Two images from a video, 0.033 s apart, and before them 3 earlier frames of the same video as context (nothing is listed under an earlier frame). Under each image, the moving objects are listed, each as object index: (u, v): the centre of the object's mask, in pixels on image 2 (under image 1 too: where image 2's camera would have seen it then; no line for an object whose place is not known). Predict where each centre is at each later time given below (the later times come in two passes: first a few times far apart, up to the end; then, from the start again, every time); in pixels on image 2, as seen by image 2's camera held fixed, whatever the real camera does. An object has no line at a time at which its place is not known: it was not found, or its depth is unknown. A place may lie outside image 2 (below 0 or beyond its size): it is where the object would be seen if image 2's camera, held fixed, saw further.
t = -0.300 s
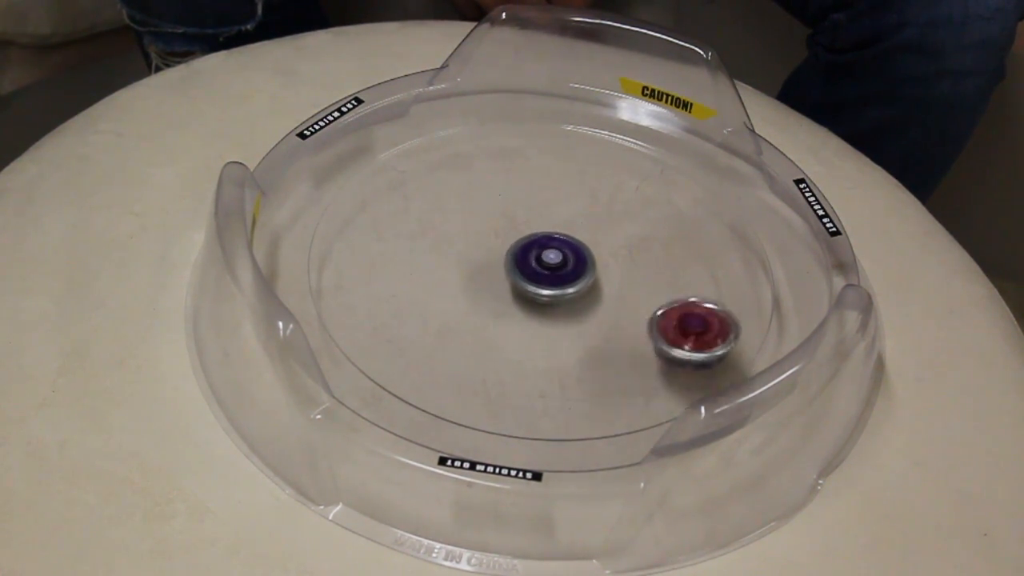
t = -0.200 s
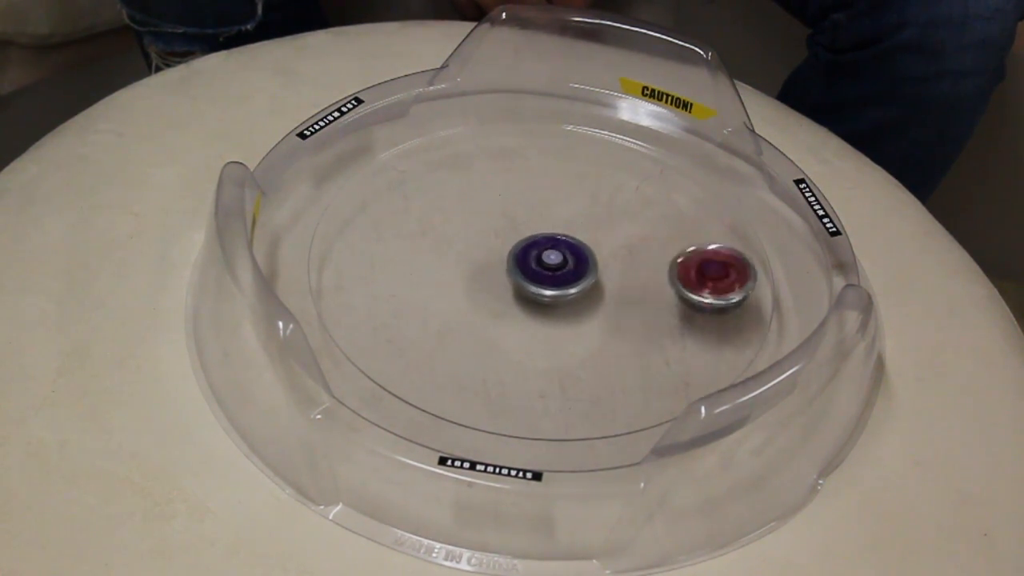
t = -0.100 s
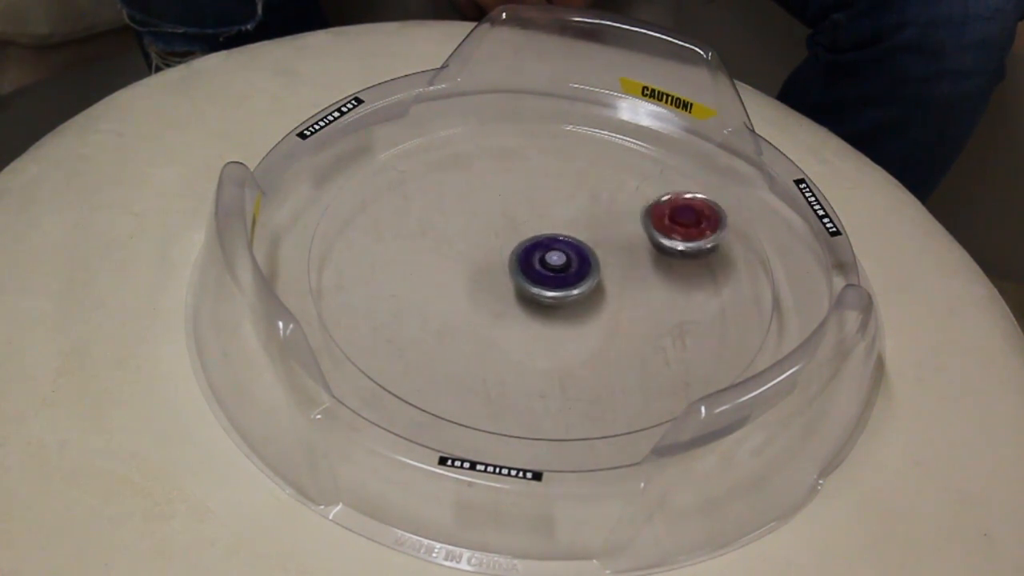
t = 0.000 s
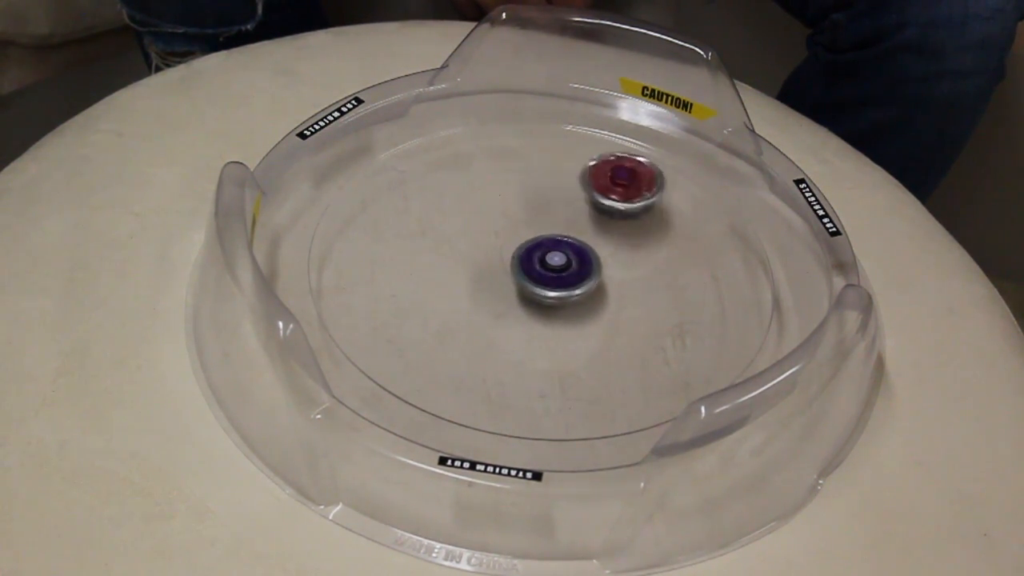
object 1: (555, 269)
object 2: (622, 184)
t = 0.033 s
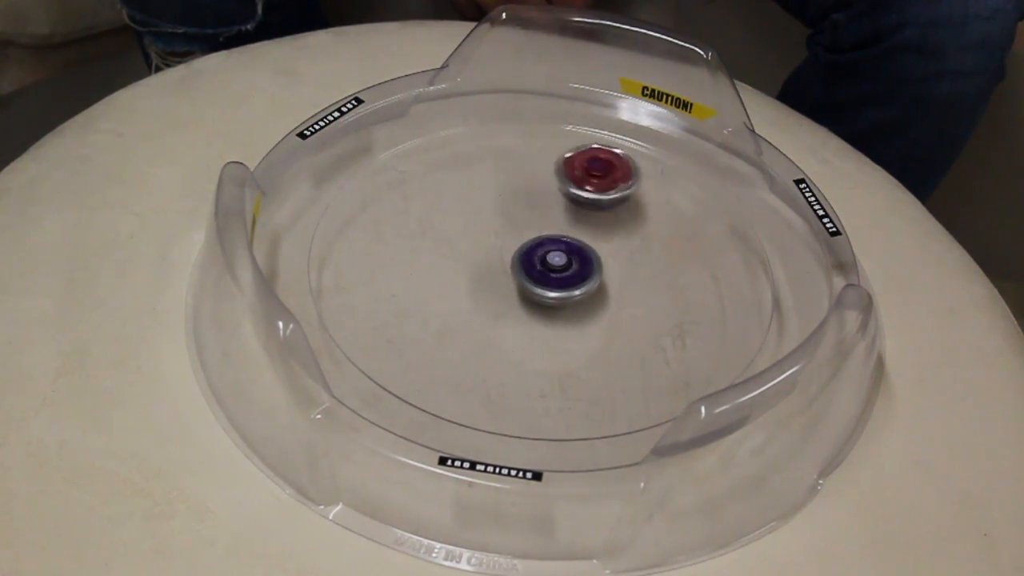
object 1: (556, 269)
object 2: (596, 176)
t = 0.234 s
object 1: (557, 270)
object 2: (440, 179)
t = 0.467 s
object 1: (556, 272)
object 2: (393, 295)
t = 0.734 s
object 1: (553, 276)
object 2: (601, 355)
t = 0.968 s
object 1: (553, 277)
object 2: (695, 244)
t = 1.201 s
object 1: (550, 275)
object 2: (581, 148)
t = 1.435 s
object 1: (546, 274)
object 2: (427, 203)
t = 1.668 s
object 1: (543, 273)
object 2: (463, 332)
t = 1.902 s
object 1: (542, 272)
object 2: (651, 353)
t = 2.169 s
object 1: (545, 269)
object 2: (682, 223)
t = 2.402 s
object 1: (544, 266)
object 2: (516, 173)
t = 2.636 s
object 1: (545, 267)
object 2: (391, 248)
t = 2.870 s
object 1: (549, 269)
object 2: (493, 355)
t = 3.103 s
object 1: (553, 270)
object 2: (664, 314)
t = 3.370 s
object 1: (555, 270)
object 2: (634, 177)
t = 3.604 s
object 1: (553, 272)
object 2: (469, 166)
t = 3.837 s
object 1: (553, 275)
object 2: (426, 285)
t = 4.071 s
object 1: (552, 275)
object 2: (582, 360)
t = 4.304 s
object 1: (550, 275)
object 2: (708, 281)
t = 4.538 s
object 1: (547, 274)
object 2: (608, 185)
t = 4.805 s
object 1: (546, 273)
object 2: (425, 215)
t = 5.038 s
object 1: (544, 270)
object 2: (436, 329)
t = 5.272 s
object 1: (545, 270)
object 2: (616, 346)
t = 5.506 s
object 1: (547, 268)
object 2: (671, 236)
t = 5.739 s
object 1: (547, 268)
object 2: (548, 155)
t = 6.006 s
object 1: (549, 270)
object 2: (417, 238)
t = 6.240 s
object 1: (552, 270)
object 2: (515, 345)
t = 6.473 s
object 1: (552, 272)
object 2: (683, 319)
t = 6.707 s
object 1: (552, 273)
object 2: (663, 209)
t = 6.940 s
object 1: (552, 274)
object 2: (499, 185)
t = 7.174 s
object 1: (550, 273)
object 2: (405, 272)
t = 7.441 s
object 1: (547, 273)
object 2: (553, 360)
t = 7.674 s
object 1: (547, 274)
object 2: (670, 281)
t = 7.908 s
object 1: (548, 270)
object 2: (603, 175)
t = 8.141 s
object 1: (544, 269)
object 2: (451, 182)
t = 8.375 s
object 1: (548, 270)
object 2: (445, 300)
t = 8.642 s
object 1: (547, 268)
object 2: (630, 343)
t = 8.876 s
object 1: (549, 271)
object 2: (693, 246)
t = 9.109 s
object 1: (552, 271)
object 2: (559, 183)
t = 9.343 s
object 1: (551, 271)
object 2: (424, 234)
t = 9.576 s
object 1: (551, 273)
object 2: (465, 340)
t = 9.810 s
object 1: (552, 273)
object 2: (630, 333)
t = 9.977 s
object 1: (550, 272)
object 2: (665, 257)
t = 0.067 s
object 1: (557, 269)
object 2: (570, 170)
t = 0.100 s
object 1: (557, 269)
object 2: (543, 166)
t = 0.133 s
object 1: (557, 270)
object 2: (516, 165)
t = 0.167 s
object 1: (557, 270)
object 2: (489, 167)
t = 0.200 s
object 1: (557, 270)
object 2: (464, 172)
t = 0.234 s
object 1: (557, 270)
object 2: (440, 179)
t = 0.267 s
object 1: (557, 270)
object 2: (420, 190)
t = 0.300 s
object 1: (557, 270)
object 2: (403, 203)
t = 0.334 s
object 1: (557, 271)
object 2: (390, 219)
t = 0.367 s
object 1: (557, 271)
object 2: (382, 236)
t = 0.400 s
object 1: (556, 271)
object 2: (379, 255)
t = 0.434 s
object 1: (556, 272)
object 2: (383, 275)
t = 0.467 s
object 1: (556, 272)
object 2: (393, 295)
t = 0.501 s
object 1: (555, 272)
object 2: (409, 313)
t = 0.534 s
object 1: (555, 273)
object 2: (430, 329)
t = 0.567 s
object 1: (554, 273)
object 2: (455, 342)
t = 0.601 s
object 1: (553, 273)
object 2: (483, 353)
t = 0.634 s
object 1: (553, 274)
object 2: (513, 359)
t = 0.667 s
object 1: (553, 274)
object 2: (543, 362)
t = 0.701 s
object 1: (553, 275)
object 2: (573, 360)
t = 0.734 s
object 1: (553, 276)
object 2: (601, 355)
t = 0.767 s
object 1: (553, 276)
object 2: (627, 345)
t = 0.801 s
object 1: (553, 277)
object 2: (650, 332)
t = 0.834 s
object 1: (553, 277)
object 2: (668, 318)
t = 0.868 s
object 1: (553, 277)
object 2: (682, 301)
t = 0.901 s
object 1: (553, 277)
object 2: (690, 284)
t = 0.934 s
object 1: (554, 277)
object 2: (695, 264)
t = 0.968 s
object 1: (553, 277)
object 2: (695, 244)
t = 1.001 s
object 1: (553, 277)
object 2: (691, 226)
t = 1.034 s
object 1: (553, 277)
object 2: (682, 208)
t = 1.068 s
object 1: (552, 276)
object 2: (668, 191)
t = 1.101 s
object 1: (552, 276)
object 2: (651, 176)
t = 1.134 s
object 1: (551, 276)
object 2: (630, 164)
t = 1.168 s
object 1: (551, 275)
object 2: (607, 154)
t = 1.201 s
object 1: (550, 275)
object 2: (581, 148)
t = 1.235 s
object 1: (549, 275)
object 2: (555, 146)
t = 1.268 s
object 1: (548, 275)
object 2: (528, 146)
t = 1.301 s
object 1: (548, 275)
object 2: (503, 152)
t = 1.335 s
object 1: (547, 275)
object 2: (480, 160)
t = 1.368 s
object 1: (546, 275)
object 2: (459, 172)
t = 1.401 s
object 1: (546, 275)
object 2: (441, 187)
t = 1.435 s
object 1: (546, 274)
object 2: (427, 203)
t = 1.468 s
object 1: (545, 274)
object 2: (418, 221)
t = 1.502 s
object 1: (545, 274)
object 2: (414, 240)
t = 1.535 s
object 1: (544, 274)
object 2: (414, 260)
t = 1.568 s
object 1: (543, 274)
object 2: (419, 280)
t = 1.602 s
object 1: (543, 274)
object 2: (430, 299)
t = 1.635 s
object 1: (543, 274)
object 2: (444, 316)
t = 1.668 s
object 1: (543, 273)
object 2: (463, 332)
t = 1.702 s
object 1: (543, 273)
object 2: (486, 345)
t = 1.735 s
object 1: (542, 273)
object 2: (512, 356)
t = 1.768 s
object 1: (542, 273)
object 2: (540, 363)
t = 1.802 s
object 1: (542, 273)
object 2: (569, 366)
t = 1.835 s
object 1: (542, 272)
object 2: (598, 366)
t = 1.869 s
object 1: (542, 272)
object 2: (626, 361)
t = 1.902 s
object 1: (542, 272)
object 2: (651, 353)
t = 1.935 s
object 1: (542, 271)
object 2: (673, 341)
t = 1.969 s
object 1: (543, 271)
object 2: (691, 327)
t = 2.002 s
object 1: (543, 271)
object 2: (703, 311)
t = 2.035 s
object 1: (544, 271)
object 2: (710, 293)
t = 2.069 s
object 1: (544, 270)
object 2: (710, 274)
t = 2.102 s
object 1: (545, 270)
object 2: (706, 256)
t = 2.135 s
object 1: (545, 270)
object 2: (696, 239)
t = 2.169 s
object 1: (545, 269)
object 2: (682, 223)
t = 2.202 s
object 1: (546, 268)
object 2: (664, 209)
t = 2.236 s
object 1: (545, 267)
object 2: (643, 197)
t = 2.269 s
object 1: (545, 267)
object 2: (620, 187)
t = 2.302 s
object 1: (545, 267)
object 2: (595, 179)
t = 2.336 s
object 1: (545, 266)
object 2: (569, 175)
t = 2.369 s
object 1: (545, 266)
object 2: (543, 173)
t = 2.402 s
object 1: (544, 266)
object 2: (516, 173)
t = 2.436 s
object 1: (544, 266)
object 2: (491, 177)
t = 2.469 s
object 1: (544, 266)
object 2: (467, 182)
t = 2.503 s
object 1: (544, 266)
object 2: (445, 190)
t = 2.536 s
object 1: (544, 266)
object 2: (426, 201)
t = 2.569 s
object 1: (544, 266)
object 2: (410, 215)
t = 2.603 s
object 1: (545, 267)
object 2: (398, 230)
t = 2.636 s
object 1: (545, 267)
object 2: (391, 248)
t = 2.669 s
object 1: (546, 267)
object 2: (389, 266)
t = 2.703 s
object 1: (546, 268)
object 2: (394, 284)
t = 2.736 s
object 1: (546, 268)
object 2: (404, 302)
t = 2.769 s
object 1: (547, 268)
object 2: (420, 320)
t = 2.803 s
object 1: (548, 268)
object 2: (441, 334)
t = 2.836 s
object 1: (548, 269)
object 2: (466, 347)
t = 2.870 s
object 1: (549, 269)
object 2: (493, 355)
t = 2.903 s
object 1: (549, 269)
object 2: (522, 360)
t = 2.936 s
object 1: (550, 269)
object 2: (551, 361)
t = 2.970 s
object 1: (551, 269)
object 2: (579, 359)
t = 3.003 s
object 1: (552, 269)
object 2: (605, 352)
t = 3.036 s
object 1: (552, 270)
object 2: (628, 342)
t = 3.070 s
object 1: (553, 269)
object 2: (648, 329)
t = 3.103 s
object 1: (553, 270)
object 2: (664, 314)
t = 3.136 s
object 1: (554, 270)
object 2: (675, 297)
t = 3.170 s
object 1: (554, 270)
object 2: (682, 280)
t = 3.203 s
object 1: (555, 270)
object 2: (684, 261)
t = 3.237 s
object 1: (555, 270)
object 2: (682, 242)
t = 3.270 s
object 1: (555, 269)
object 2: (676, 224)
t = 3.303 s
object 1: (555, 270)
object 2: (666, 207)
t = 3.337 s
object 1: (555, 270)
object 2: (652, 191)
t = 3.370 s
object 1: (555, 270)
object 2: (634, 177)
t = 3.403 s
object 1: (555, 270)
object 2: (613, 166)
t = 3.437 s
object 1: (555, 270)
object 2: (590, 157)
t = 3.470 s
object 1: (554, 271)
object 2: (565, 152)
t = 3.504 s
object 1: (554, 271)
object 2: (540, 150)
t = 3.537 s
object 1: (554, 271)
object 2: (514, 152)
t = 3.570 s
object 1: (553, 272)
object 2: (490, 158)
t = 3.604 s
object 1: (553, 272)
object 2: (469, 166)
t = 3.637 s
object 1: (553, 272)
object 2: (449, 179)
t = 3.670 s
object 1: (553, 273)
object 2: (434, 193)
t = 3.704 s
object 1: (553, 273)
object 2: (424, 210)
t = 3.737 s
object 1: (553, 274)
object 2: (417, 228)
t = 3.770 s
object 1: (553, 274)
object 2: (415, 247)
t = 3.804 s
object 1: (553, 275)
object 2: (418, 267)
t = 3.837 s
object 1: (553, 275)
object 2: (426, 285)
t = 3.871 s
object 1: (553, 275)
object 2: (439, 303)
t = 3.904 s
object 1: (553, 275)
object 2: (456, 320)
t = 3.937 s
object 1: (553, 275)
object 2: (477, 333)
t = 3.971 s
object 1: (553, 275)
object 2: (499, 345)
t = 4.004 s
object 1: (552, 275)
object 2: (526, 353)
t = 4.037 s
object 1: (552, 275)
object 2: (554, 359)
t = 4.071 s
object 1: (552, 275)
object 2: (582, 360)
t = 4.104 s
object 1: (552, 275)
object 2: (609, 358)
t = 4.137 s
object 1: (551, 275)
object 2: (636, 352)
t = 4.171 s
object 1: (551, 275)
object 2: (659, 342)
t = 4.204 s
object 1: (551, 275)
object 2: (679, 330)
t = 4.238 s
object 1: (550, 275)
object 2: (694, 316)
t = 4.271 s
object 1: (550, 275)
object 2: (704, 299)
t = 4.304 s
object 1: (550, 275)
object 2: (708, 281)
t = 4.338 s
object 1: (549, 275)
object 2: (707, 263)
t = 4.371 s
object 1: (549, 275)
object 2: (700, 245)
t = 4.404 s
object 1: (549, 275)
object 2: (689, 230)
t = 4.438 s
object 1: (548, 275)
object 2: (674, 215)
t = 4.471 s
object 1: (548, 275)
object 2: (654, 203)
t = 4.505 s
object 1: (548, 275)
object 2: (633, 193)
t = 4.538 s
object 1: (547, 274)
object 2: (608, 185)
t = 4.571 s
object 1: (547, 274)
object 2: (583, 180)
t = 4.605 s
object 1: (547, 274)
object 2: (558, 178)
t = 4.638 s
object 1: (547, 273)
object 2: (532, 178)
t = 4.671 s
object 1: (546, 273)
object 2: (508, 181)
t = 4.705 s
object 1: (546, 273)
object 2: (484, 185)
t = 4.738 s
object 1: (546, 273)
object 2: (462, 193)
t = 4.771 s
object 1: (546, 273)
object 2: (442, 203)
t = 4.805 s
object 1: (546, 273)
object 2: (425, 215)
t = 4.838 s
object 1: (546, 272)
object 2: (412, 229)
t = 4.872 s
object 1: (546, 272)
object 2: (403, 244)
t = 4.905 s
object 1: (546, 271)
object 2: (398, 261)
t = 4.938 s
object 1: (545, 271)
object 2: (399, 279)
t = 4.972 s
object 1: (545, 271)
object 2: (407, 296)
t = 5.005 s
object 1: (545, 270)
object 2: (419, 314)
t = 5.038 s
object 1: (544, 270)
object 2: (436, 329)
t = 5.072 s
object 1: (544, 270)
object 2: (459, 341)
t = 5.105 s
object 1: (544, 270)
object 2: (484, 351)
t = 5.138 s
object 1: (544, 270)
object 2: (511, 358)
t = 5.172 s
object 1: (544, 270)
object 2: (540, 360)
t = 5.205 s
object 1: (544, 270)
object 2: (567, 359)
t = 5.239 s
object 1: (544, 270)
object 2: (593, 354)
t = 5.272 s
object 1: (545, 270)
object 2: (616, 346)
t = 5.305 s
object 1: (545, 270)
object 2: (636, 334)
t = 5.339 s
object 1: (546, 269)
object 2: (653, 321)
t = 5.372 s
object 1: (546, 269)
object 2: (665, 305)
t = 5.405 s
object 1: (547, 269)
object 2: (673, 288)
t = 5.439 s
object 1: (547, 269)
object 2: (676, 271)
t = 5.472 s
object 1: (547, 269)
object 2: (676, 254)
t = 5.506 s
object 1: (547, 268)
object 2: (671, 236)
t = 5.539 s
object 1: (547, 268)
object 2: (663, 219)
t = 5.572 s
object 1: (547, 268)
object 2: (651, 203)
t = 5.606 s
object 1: (547, 268)
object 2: (635, 188)
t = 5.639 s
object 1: (547, 268)
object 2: (617, 175)
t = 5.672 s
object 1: (547, 268)
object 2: (596, 166)
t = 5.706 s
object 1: (547, 268)
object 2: (572, 159)
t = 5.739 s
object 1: (547, 268)
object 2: (548, 155)
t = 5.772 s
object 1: (547, 268)
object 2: (523, 155)
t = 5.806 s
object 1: (547, 269)
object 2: (499, 158)
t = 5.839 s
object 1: (547, 269)
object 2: (477, 165)
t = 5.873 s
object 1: (547, 269)
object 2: (457, 175)
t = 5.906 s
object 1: (548, 269)
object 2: (441, 188)
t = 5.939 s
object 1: (549, 270)
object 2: (429, 202)
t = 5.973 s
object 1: (549, 270)
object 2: (420, 219)
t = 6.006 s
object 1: (549, 270)
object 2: (417, 238)
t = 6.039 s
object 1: (550, 270)
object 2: (418, 257)
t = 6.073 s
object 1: (550, 270)
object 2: (425, 276)
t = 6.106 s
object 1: (551, 270)
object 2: (435, 293)
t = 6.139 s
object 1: (551, 270)
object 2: (451, 309)
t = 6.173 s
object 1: (552, 270)
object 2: (469, 323)
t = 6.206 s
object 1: (552, 270)
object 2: (491, 335)
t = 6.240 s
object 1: (552, 270)
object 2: (515, 345)
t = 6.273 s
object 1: (552, 270)
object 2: (541, 351)
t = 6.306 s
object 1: (552, 270)
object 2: (568, 354)
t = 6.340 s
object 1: (552, 270)
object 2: (595, 354)
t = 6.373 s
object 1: (552, 271)
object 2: (621, 350)
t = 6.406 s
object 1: (552, 271)
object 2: (645, 342)
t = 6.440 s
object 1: (552, 271)
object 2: (667, 331)
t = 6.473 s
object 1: (552, 272)
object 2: (683, 319)
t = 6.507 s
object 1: (552, 272)
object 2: (696, 304)
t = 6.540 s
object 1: (552, 272)
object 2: (703, 288)
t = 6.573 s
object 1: (552, 272)
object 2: (704, 270)
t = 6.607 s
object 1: (552, 272)
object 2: (701, 253)
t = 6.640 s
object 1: (552, 272)
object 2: (692, 237)
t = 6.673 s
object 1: (552, 273)
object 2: (679, 222)
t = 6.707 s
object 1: (552, 273)
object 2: (663, 209)
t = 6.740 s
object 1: (552, 273)
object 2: (643, 199)
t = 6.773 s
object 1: (552, 273)
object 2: (621, 190)
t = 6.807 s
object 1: (553, 273)
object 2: (597, 184)
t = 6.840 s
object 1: (553, 273)
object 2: (572, 181)
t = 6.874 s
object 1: (553, 274)
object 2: (547, 180)
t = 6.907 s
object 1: (553, 274)
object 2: (523, 181)
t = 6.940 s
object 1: (552, 274)
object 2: (499, 185)
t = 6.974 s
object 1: (552, 274)
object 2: (477, 192)
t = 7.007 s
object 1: (552, 274)
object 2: (457, 201)
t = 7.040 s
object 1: (552, 273)
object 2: (439, 212)
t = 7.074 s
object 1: (552, 273)
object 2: (424, 225)
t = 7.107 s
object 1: (551, 273)
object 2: (414, 239)
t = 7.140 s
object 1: (551, 273)
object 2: (407, 255)
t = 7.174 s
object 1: (550, 273)
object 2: (405, 272)
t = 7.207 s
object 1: (550, 273)
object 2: (409, 290)
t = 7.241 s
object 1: (549, 273)
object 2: (418, 306)
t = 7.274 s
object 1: (549, 273)
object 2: (432, 322)
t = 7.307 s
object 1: (549, 273)
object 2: (451, 336)
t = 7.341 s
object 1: (548, 273)
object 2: (474, 347)
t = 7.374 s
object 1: (548, 273)
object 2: (499, 355)
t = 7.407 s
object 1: (548, 273)
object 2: (526, 359)
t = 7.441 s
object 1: (547, 273)
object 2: (553, 360)
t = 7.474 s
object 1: (547, 273)
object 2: (579, 357)
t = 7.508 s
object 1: (547, 273)
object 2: (603, 350)
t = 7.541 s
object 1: (547, 273)
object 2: (624, 340)
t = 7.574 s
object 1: (547, 273)
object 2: (641, 328)
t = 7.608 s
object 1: (547, 273)
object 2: (655, 314)
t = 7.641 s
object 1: (547, 274)
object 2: (664, 297)
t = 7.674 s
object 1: (547, 274)
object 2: (670, 281)
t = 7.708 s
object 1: (548, 273)
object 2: (671, 263)
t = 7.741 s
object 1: (548, 273)
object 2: (668, 247)
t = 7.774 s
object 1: (548, 273)
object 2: (662, 231)
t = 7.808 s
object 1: (548, 272)
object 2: (652, 215)
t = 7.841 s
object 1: (548, 272)
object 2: (639, 199)
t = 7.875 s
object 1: (548, 271)
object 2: (622, 186)
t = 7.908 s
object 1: (548, 270)
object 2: (603, 175)
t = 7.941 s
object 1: (547, 270)
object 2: (582, 167)
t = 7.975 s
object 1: (547, 269)
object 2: (559, 161)
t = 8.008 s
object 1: (546, 269)
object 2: (536, 158)
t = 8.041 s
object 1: (545, 269)
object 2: (512, 160)
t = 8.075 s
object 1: (544, 269)
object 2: (489, 164)
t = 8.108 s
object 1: (544, 269)
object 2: (469, 172)
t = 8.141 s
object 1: (544, 269)
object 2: (451, 182)
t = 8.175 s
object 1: (544, 270)
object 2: (437, 197)
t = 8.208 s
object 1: (544, 270)
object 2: (427, 212)
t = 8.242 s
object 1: (545, 271)
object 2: (421, 229)
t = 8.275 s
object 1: (545, 271)
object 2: (420, 248)
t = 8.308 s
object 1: (546, 271)
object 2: (424, 266)
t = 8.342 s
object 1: (547, 270)
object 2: (432, 284)
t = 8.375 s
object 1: (548, 270)
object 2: (445, 300)
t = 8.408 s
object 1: (549, 270)
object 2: (462, 314)
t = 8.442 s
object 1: (549, 269)
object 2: (481, 328)
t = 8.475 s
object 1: (548, 269)
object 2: (504, 337)
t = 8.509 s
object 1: (548, 269)
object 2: (529, 345)
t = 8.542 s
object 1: (548, 268)
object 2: (554, 349)
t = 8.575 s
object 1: (548, 268)
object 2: (581, 350)
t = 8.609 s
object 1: (547, 268)
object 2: (605, 349)
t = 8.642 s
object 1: (547, 268)
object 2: (630, 343)
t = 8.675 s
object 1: (547, 268)
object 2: (652, 335)
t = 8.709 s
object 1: (547, 268)
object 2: (671, 323)
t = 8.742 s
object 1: (547, 269)
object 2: (686, 310)
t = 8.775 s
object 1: (547, 270)
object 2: (695, 295)
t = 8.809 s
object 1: (548, 270)
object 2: (699, 279)
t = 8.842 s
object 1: (548, 270)
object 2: (699, 262)
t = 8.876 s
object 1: (549, 271)
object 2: (693, 246)
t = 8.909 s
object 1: (550, 271)
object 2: (683, 231)
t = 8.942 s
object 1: (551, 271)
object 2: (668, 217)
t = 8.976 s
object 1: (551, 271)
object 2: (650, 205)
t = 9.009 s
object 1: (552, 271)
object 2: (630, 196)
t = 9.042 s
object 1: (552, 271)
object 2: (608, 190)
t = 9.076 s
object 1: (552, 271)
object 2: (584, 185)
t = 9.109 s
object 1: (552, 271)
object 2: (559, 183)
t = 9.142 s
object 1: (552, 271)
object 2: (536, 184)
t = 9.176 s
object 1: (552, 271)
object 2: (513, 188)
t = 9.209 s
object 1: (552, 270)
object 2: (491, 192)
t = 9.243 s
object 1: (552, 270)
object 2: (470, 200)
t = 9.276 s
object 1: (551, 270)
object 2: (452, 209)
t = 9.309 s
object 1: (551, 270)
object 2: (437, 221)
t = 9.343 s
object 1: (551, 271)
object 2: (424, 234)
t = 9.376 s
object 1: (550, 272)
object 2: (416, 248)
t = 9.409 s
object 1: (550, 271)
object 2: (412, 264)
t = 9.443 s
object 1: (550, 272)
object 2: (412, 280)
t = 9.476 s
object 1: (550, 272)
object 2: (418, 296)
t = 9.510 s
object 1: (551, 273)
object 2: (429, 313)
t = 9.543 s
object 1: (551, 273)
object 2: (446, 327)
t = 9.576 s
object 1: (551, 273)
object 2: (465, 340)
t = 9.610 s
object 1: (552, 273)
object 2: (488, 349)
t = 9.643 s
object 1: (552, 273)
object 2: (513, 355)
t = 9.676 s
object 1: (552, 273)
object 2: (540, 358)
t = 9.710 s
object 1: (552, 273)
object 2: (566, 357)
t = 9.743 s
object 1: (552, 273)
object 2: (590, 352)
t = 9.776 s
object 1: (552, 273)
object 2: (612, 343)
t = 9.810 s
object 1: (552, 273)
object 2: (630, 333)
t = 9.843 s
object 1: (551, 273)
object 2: (645, 319)
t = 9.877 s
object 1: (551, 273)
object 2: (656, 305)
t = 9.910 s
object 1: (551, 272)
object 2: (663, 289)
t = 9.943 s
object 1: (550, 273)
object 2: (666, 273)
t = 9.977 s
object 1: (550, 272)
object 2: (665, 257)
